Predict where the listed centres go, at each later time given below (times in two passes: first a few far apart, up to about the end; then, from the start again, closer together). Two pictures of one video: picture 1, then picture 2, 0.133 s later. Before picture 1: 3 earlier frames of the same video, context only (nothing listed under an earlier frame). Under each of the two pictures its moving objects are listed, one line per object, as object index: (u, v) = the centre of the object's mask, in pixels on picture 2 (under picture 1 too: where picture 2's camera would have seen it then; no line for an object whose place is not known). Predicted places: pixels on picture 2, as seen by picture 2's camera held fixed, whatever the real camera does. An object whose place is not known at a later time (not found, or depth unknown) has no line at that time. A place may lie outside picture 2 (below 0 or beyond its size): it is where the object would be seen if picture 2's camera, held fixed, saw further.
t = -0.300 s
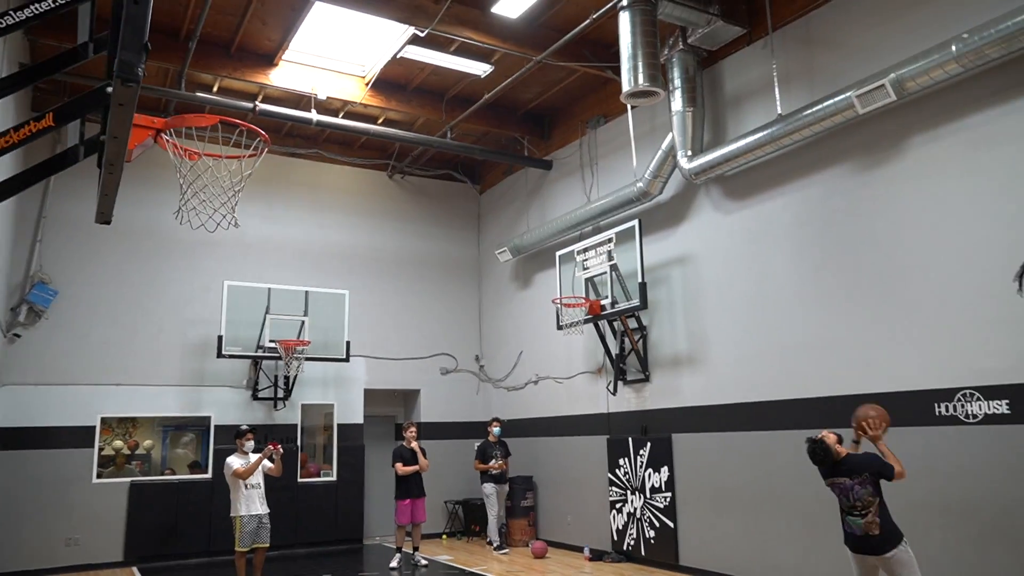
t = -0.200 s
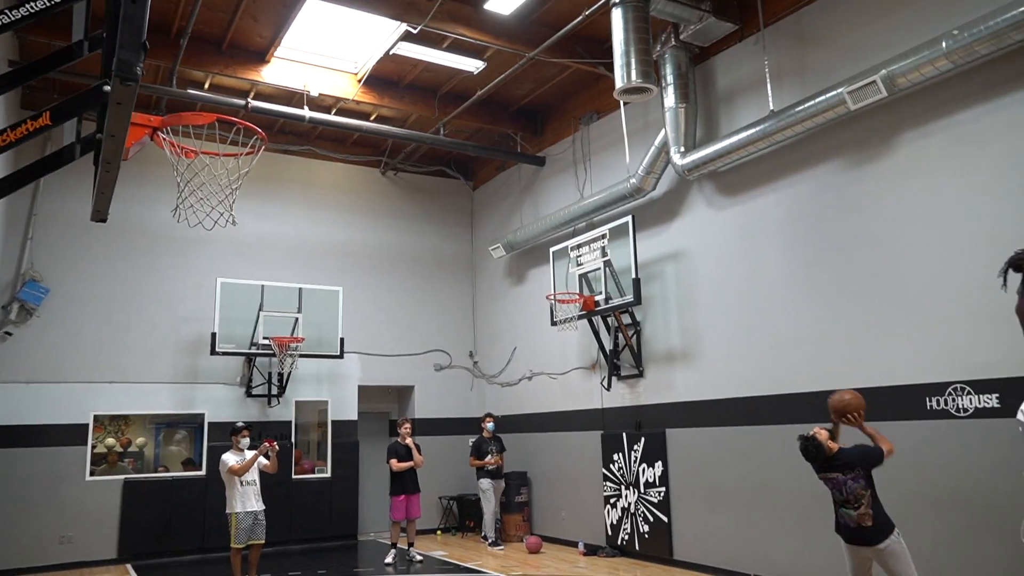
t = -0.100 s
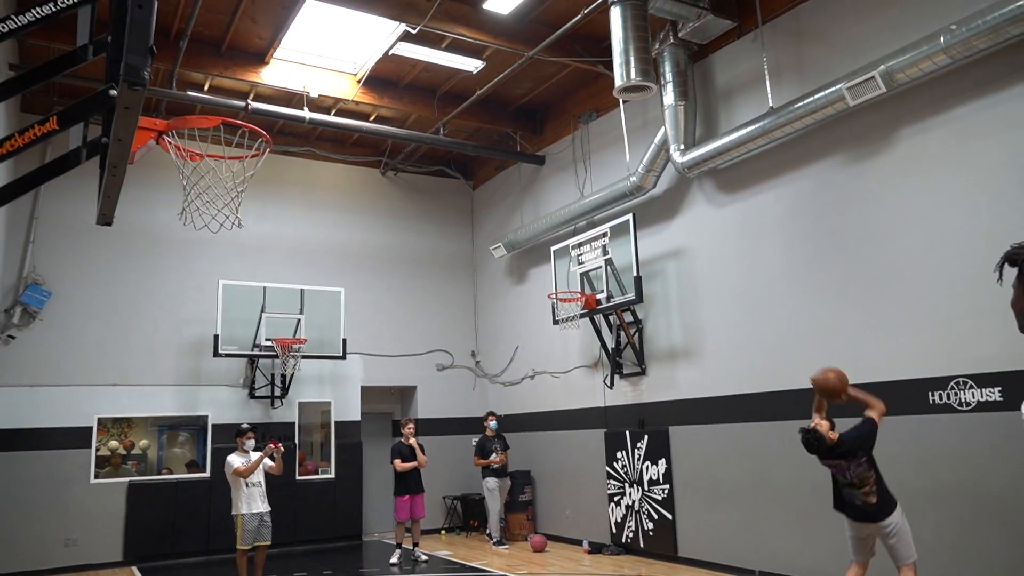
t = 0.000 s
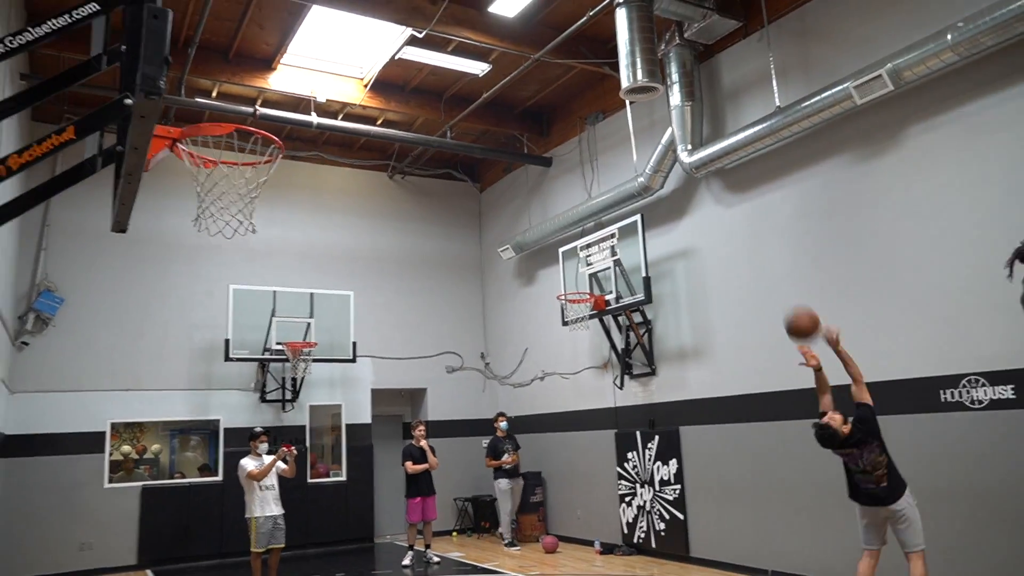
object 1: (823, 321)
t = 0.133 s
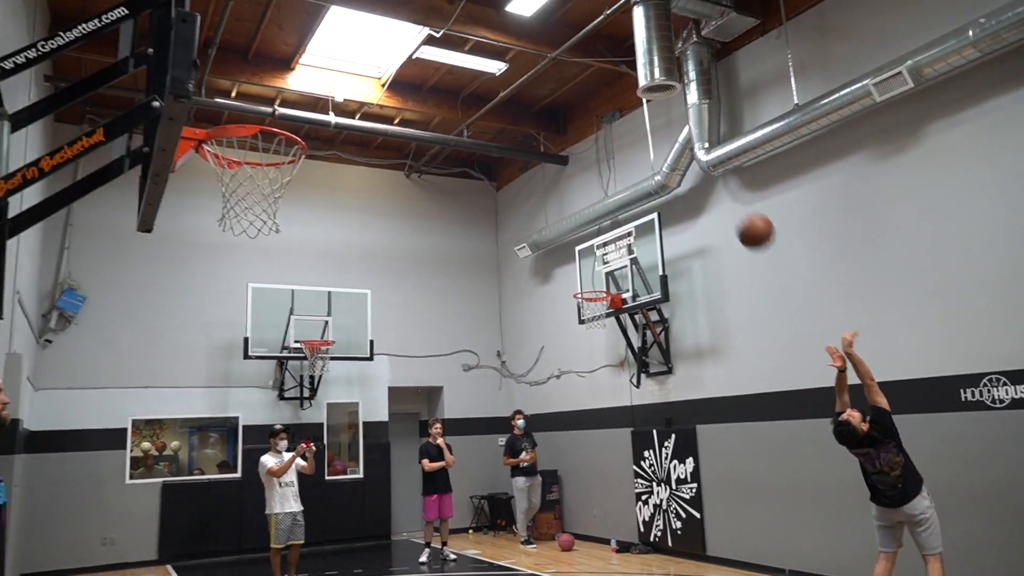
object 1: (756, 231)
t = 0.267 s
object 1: (688, 159)
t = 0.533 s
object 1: (541, 77)
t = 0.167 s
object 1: (739, 212)
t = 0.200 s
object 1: (721, 192)
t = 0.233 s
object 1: (706, 176)
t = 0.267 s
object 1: (688, 159)
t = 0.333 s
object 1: (653, 130)
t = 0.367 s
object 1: (635, 116)
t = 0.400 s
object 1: (616, 105)
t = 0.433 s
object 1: (598, 97)
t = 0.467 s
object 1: (579, 89)
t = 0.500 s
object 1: (560, 82)
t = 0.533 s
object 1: (541, 77)
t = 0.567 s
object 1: (522, 74)
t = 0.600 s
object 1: (502, 71)
